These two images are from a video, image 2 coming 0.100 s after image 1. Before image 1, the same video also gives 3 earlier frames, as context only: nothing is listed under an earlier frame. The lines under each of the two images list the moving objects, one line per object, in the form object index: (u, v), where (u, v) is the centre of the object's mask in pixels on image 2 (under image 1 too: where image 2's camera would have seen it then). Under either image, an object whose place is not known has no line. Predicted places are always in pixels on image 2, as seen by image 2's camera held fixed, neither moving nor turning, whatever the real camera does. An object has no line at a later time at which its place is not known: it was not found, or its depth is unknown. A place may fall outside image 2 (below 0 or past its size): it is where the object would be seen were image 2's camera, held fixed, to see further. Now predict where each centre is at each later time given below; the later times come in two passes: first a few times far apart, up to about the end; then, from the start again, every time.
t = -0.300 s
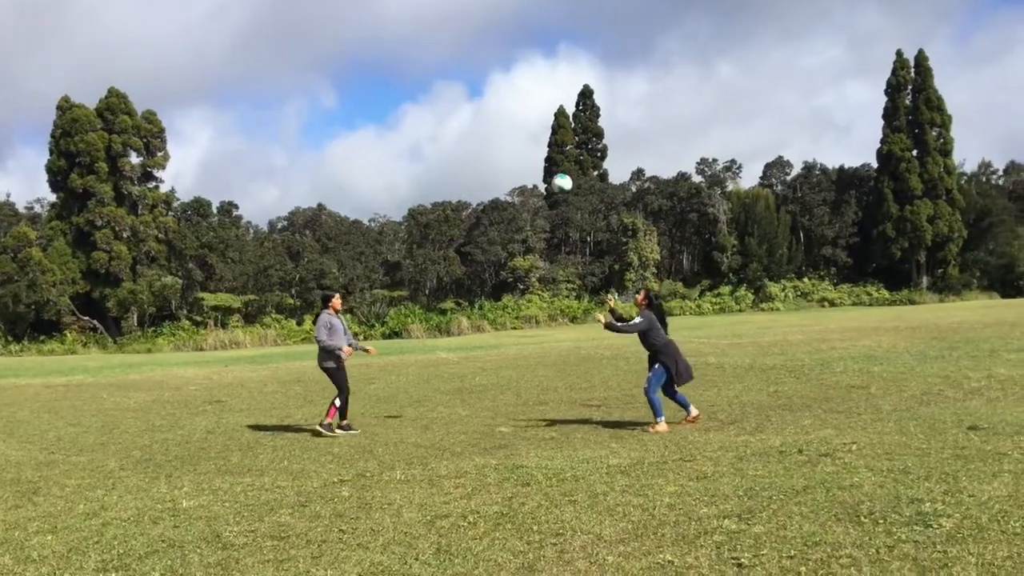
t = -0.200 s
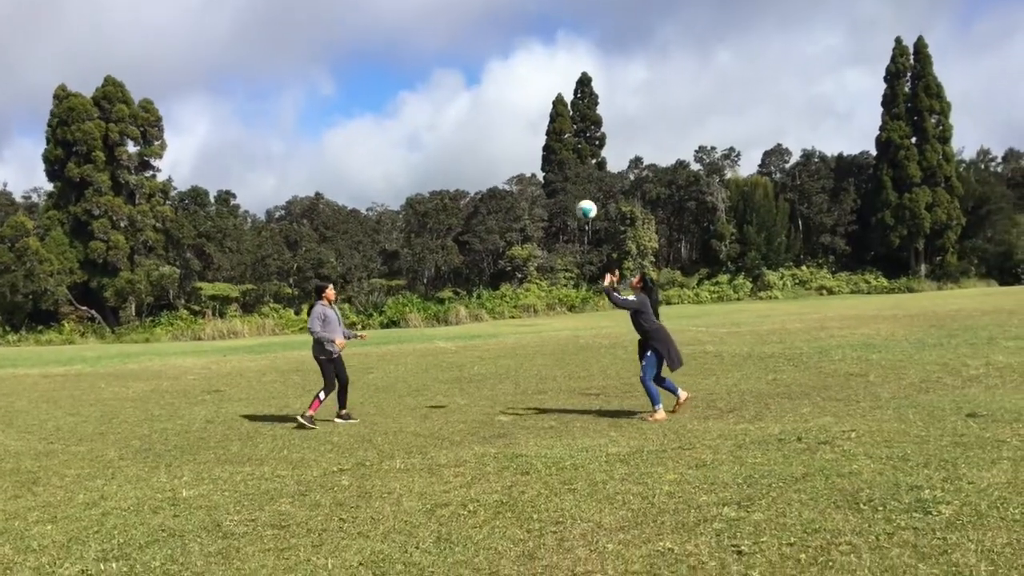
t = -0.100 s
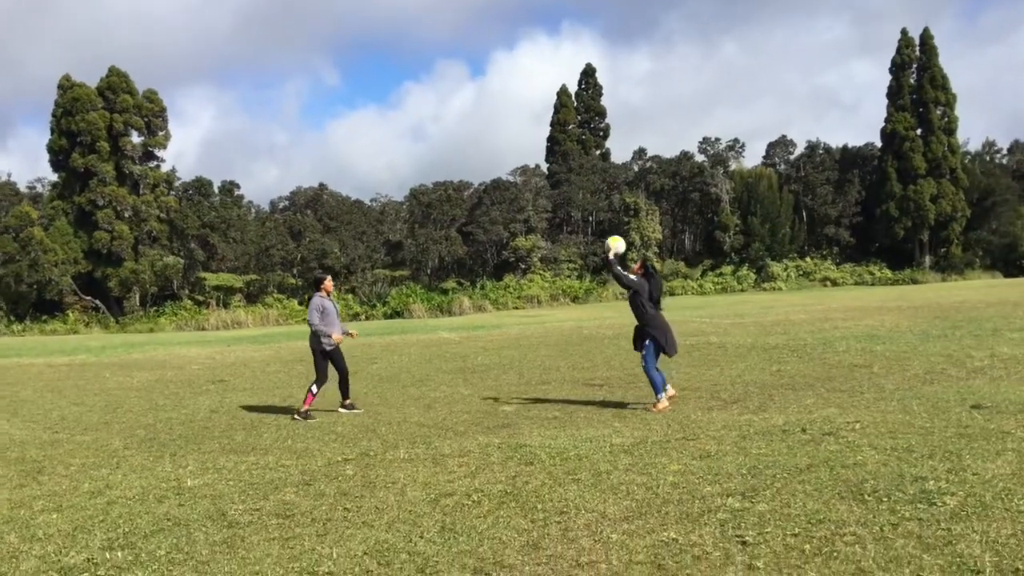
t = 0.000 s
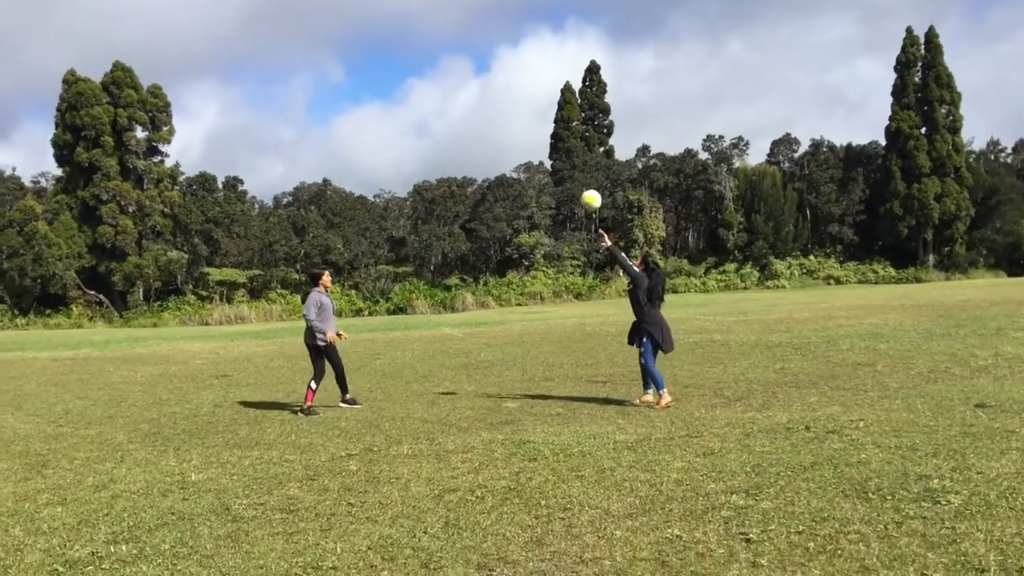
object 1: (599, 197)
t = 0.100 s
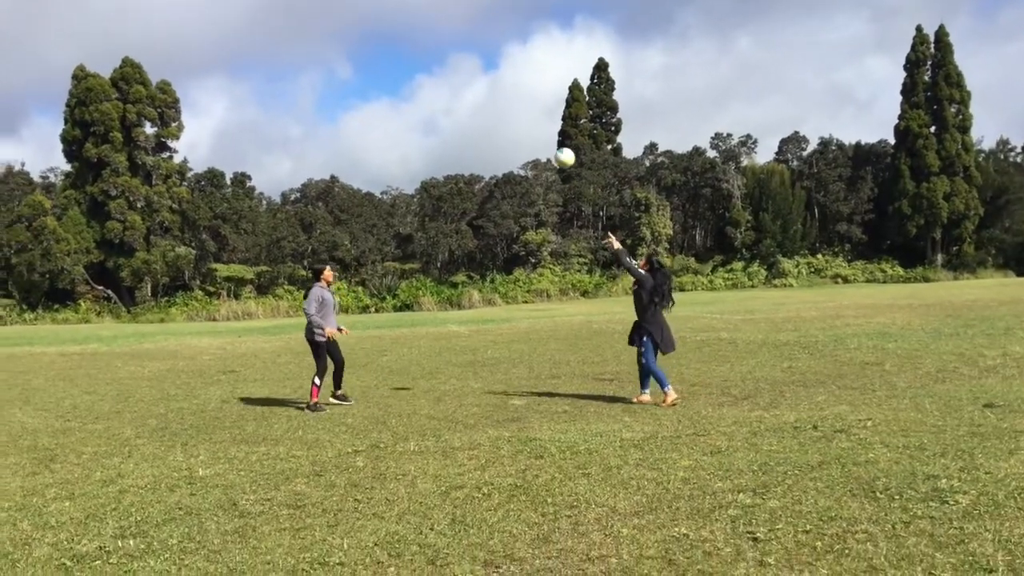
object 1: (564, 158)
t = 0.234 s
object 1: (521, 121)
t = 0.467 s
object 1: (447, 100)
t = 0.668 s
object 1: (390, 124)
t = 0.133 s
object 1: (553, 147)
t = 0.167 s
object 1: (542, 138)
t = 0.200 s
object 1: (531, 129)
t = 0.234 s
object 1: (521, 121)
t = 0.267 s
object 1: (510, 115)
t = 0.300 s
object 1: (499, 109)
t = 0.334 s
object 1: (488, 105)
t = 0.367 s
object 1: (477, 102)
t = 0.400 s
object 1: (467, 100)
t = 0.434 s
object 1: (457, 100)
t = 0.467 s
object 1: (447, 100)
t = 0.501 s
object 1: (438, 102)
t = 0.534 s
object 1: (428, 104)
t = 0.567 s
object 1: (418, 107)
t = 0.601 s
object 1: (409, 112)
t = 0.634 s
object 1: (399, 117)
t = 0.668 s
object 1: (390, 124)
